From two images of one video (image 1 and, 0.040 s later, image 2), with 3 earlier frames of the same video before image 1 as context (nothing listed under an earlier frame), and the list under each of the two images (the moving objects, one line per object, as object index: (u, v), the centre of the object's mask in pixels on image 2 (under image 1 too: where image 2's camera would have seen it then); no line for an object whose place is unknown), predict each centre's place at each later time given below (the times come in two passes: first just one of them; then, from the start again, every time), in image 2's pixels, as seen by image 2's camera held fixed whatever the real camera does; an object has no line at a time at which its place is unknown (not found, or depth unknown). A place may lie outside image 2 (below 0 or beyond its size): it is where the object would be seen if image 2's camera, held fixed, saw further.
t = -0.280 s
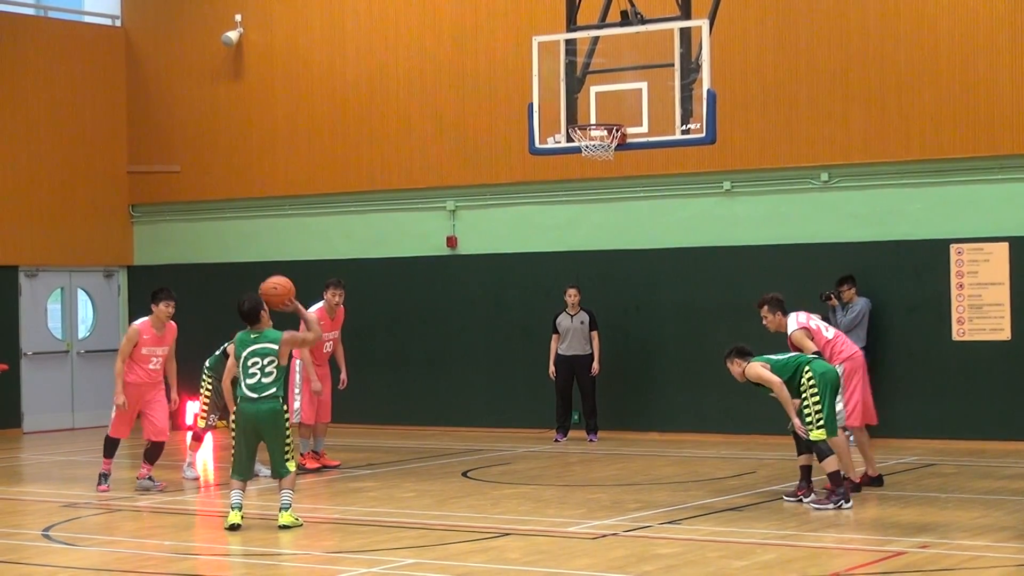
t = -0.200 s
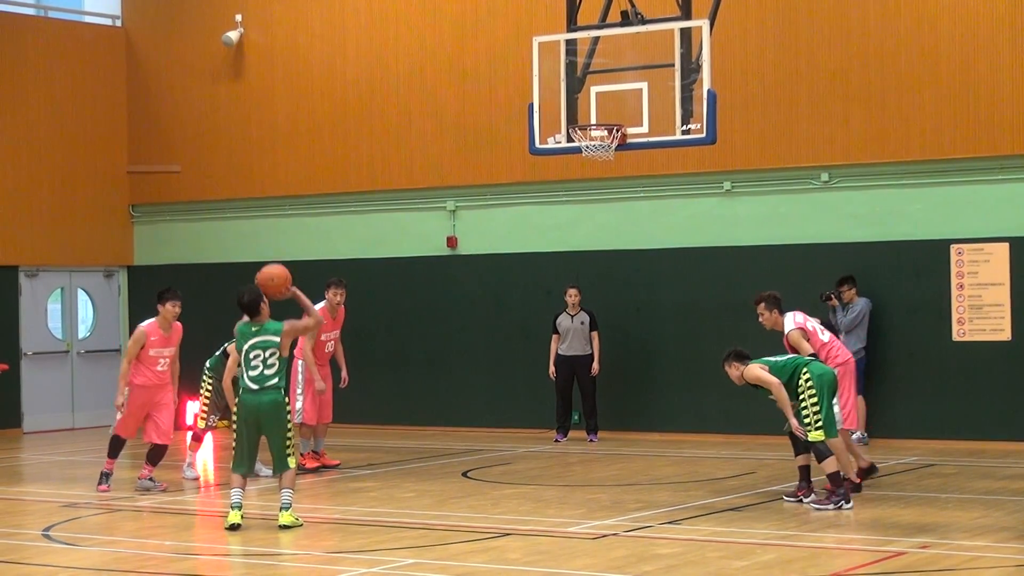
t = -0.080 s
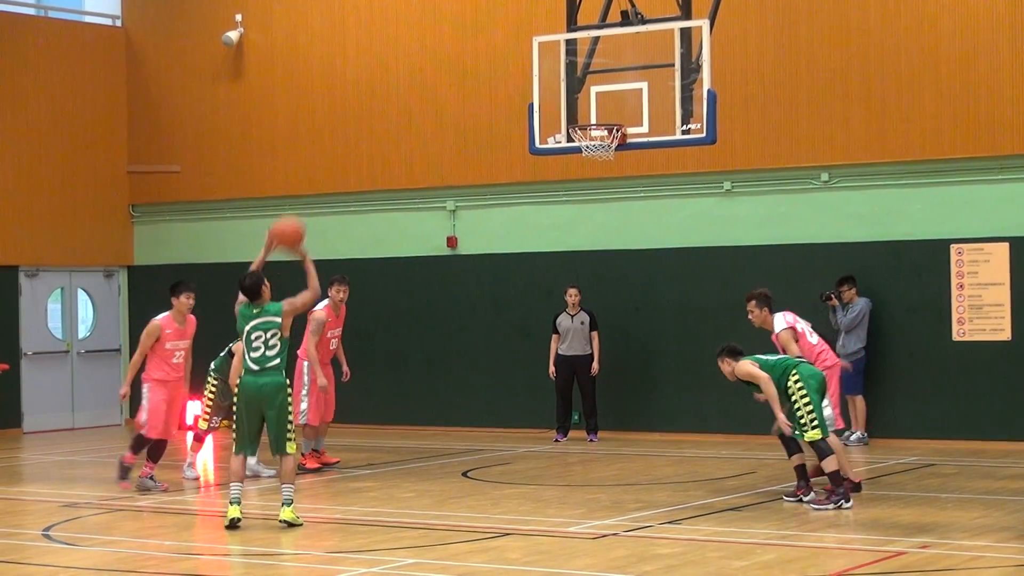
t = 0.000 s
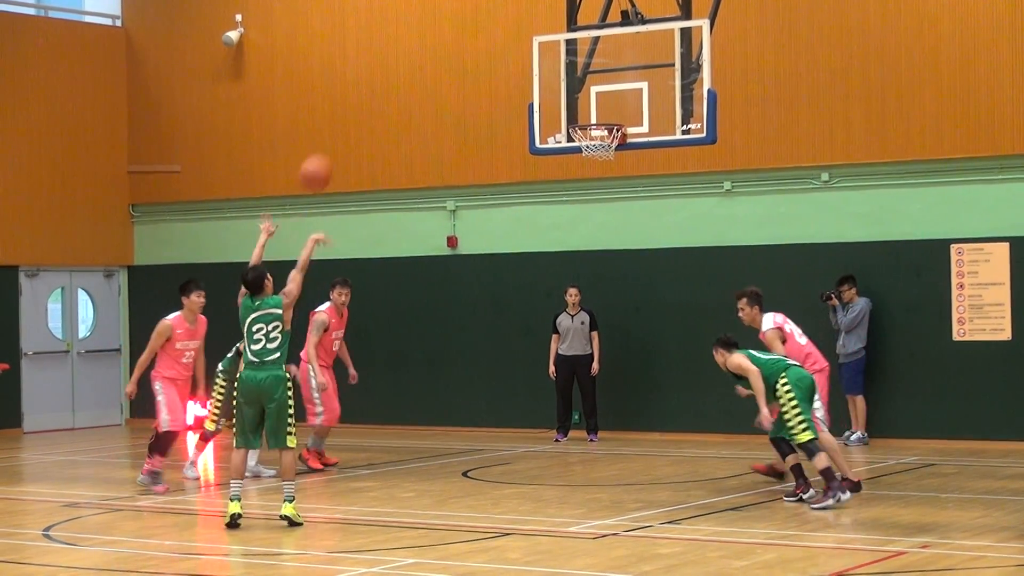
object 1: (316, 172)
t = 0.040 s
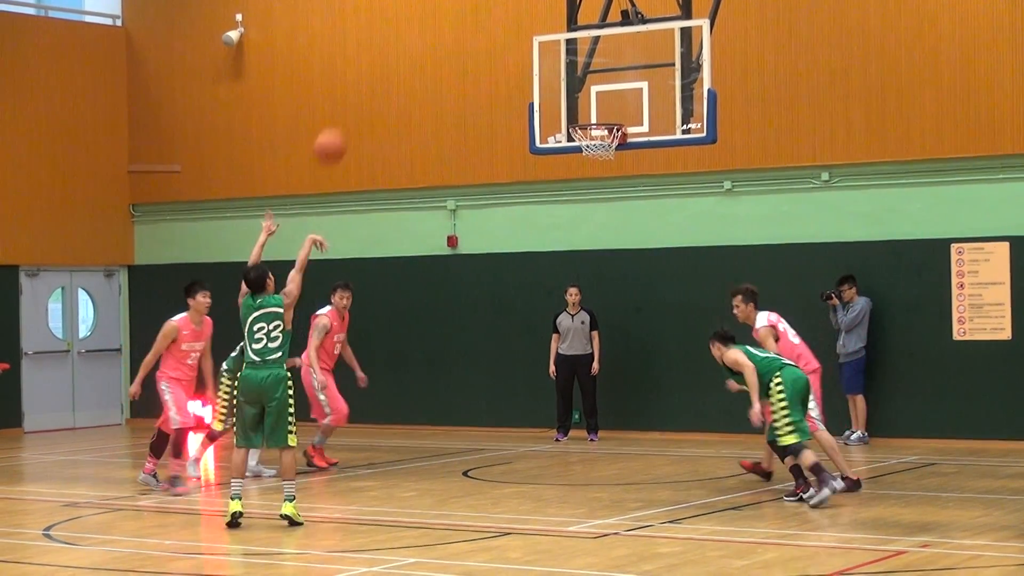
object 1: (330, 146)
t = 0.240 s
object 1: (396, 52)
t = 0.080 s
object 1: (343, 123)
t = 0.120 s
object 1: (357, 101)
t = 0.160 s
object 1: (370, 82)
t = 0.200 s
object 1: (383, 66)
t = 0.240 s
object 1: (396, 52)
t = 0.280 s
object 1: (408, 41)
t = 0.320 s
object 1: (421, 30)
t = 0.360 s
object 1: (432, 22)
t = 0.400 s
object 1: (444, 17)
